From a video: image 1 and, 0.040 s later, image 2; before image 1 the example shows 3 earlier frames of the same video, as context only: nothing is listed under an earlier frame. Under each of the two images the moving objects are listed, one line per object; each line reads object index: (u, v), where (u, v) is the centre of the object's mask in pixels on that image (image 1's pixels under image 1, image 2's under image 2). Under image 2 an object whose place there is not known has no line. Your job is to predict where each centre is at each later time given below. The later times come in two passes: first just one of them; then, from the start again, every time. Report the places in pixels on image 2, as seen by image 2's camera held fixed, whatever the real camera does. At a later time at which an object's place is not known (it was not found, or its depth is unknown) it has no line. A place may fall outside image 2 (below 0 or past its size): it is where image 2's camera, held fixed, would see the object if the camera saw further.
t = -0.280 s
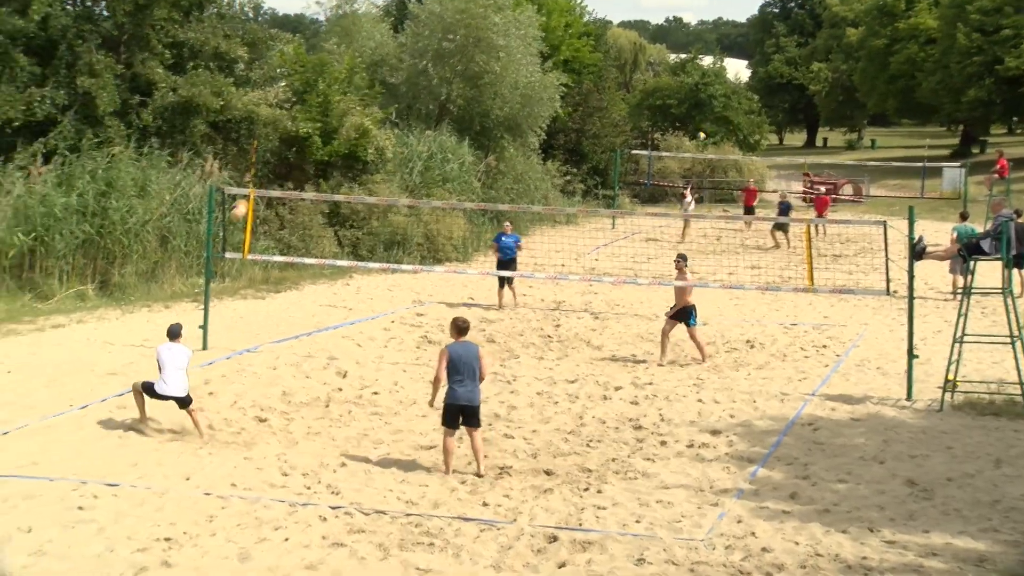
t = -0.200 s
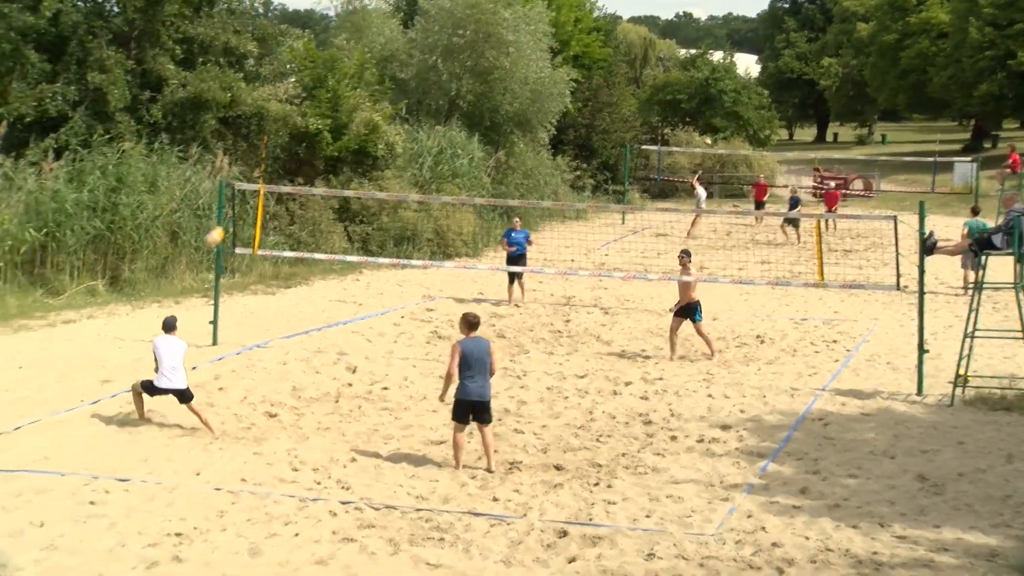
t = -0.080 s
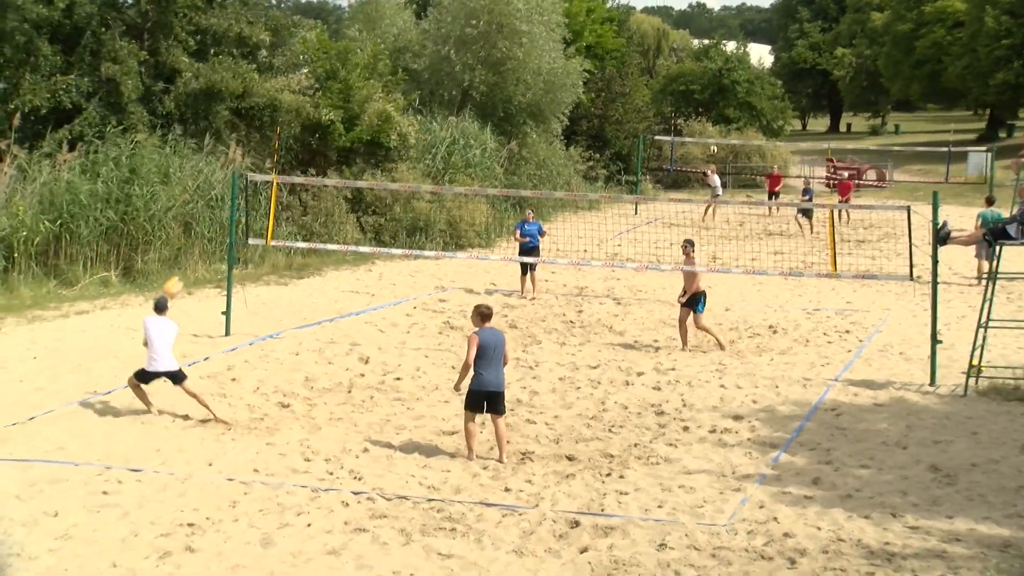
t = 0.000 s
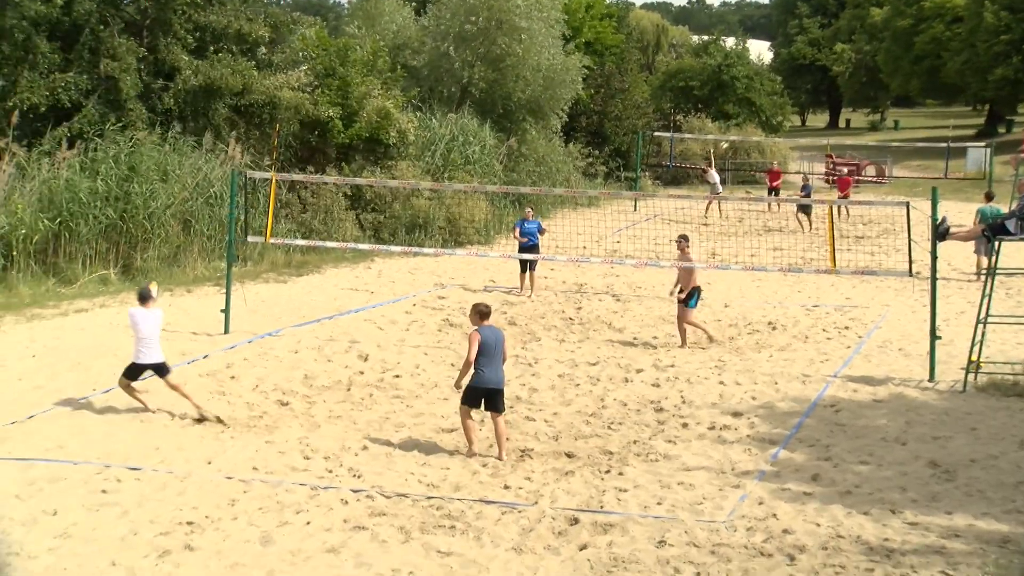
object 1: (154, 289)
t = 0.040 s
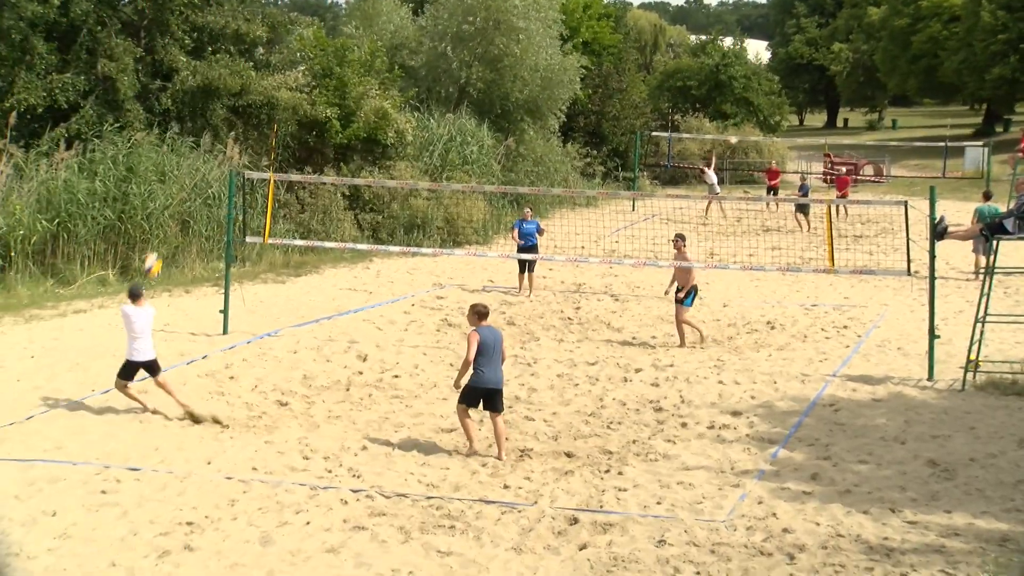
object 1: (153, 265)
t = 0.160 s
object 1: (166, 187)
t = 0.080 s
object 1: (157, 237)
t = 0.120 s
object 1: (162, 212)
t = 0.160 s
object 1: (166, 187)
